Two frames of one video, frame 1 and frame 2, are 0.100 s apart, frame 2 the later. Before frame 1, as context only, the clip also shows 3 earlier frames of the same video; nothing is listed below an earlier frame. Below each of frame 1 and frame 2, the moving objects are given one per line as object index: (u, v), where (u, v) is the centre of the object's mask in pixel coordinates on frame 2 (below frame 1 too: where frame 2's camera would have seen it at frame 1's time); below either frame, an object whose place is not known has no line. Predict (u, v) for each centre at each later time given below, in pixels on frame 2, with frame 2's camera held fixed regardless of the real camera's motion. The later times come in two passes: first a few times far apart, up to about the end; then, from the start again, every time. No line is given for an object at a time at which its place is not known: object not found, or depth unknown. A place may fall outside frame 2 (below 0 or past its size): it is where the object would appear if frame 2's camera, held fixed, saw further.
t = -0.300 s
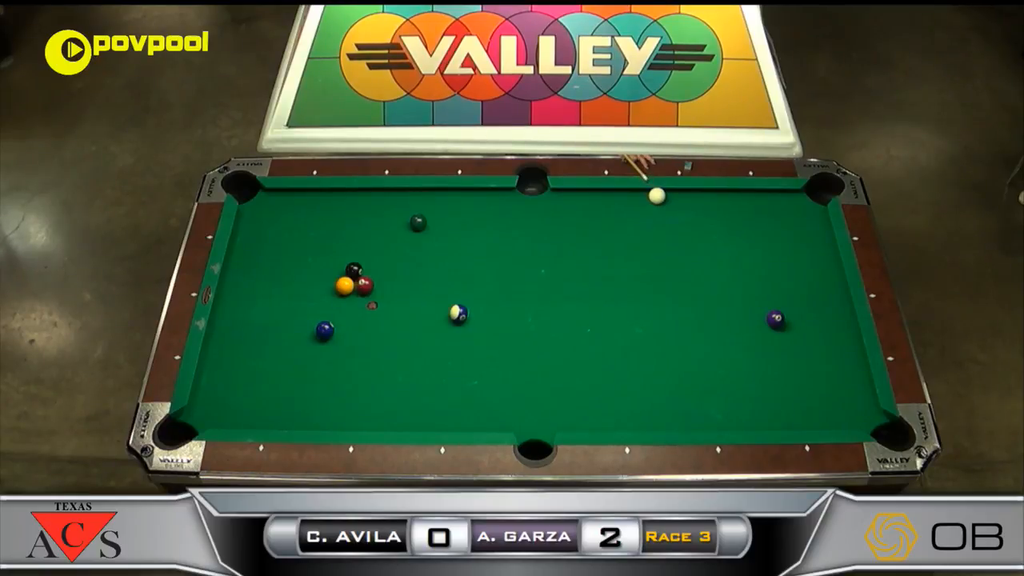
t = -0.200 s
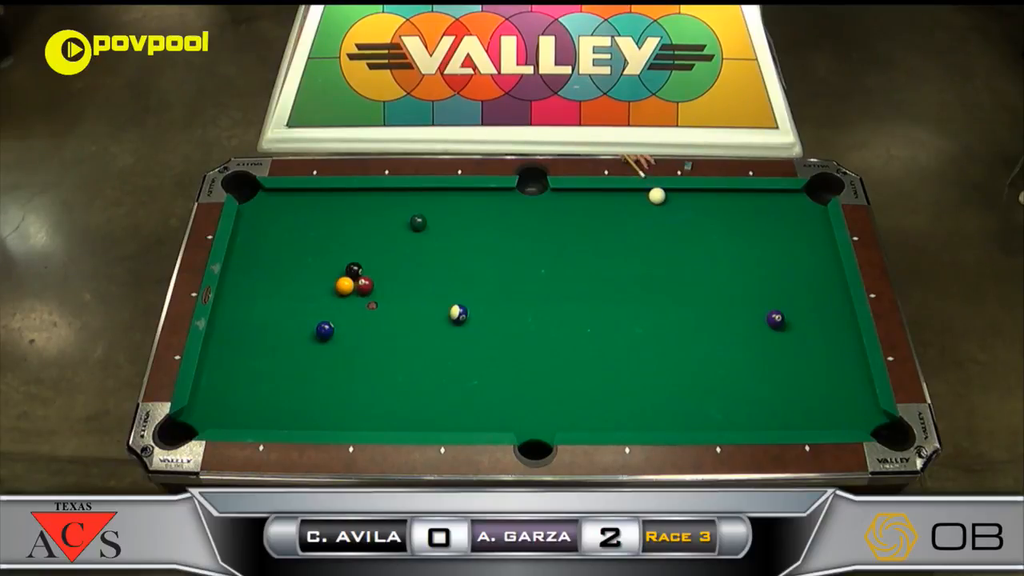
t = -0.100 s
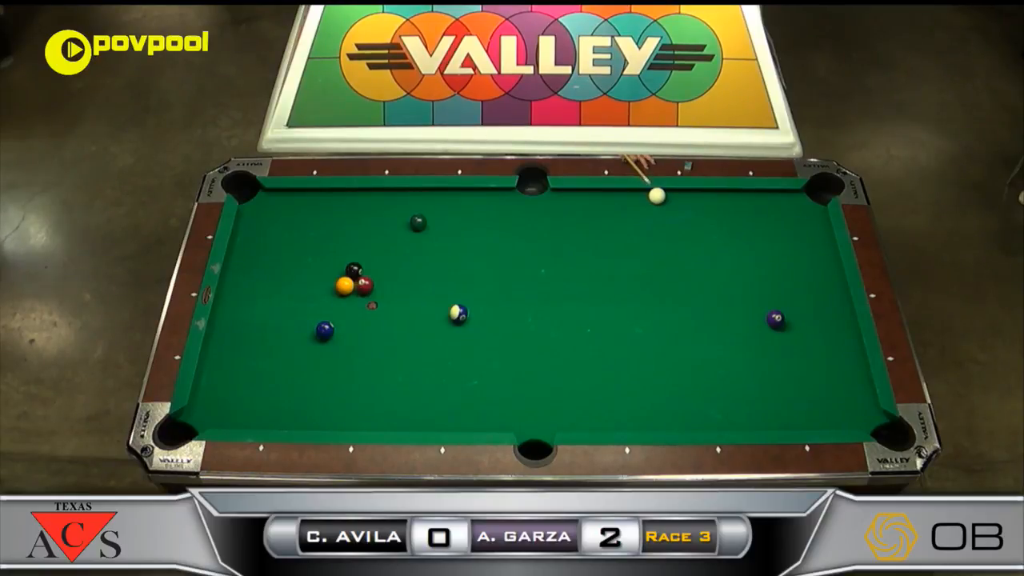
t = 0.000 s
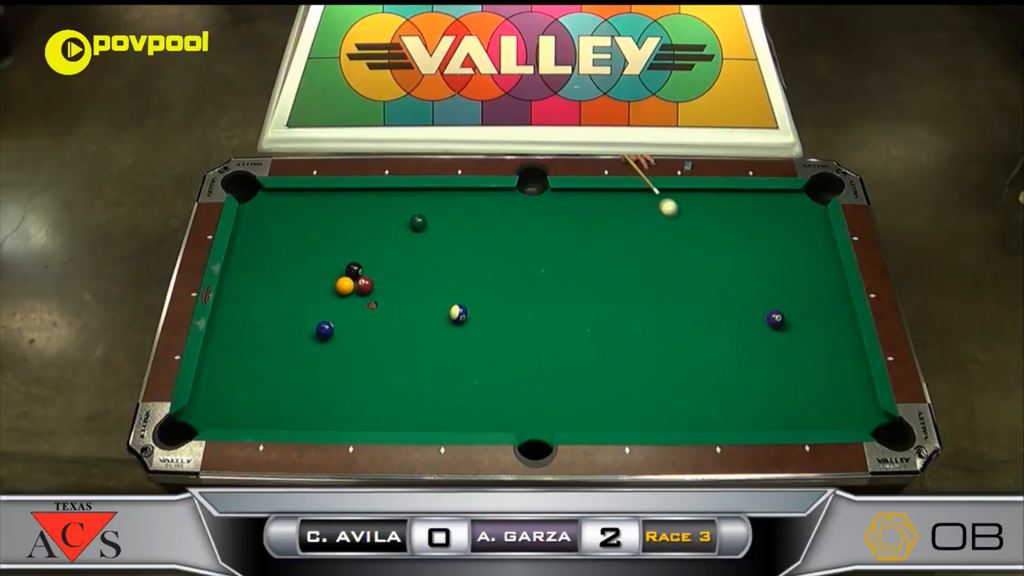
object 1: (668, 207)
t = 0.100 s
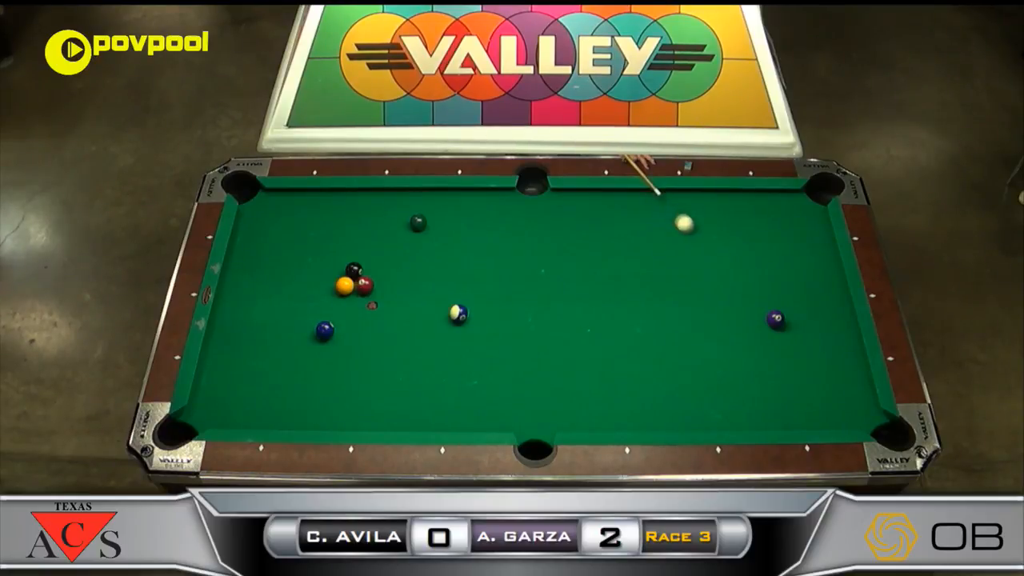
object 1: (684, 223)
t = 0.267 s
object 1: (711, 251)
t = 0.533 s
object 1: (755, 297)
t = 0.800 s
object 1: (772, 313)
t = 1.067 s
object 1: (783, 322)
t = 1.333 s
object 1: (792, 330)
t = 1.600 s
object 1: (799, 337)
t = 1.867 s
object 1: (804, 342)
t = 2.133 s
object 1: (808, 346)
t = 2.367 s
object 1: (810, 348)
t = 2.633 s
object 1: (810, 349)
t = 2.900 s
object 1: (810, 349)
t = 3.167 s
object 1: (810, 349)
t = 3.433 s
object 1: (810, 349)
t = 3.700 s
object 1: (810, 349)
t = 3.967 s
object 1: (810, 349)
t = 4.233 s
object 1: (810, 349)
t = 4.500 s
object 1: (810, 349)
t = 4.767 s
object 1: (810, 349)
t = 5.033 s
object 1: (810, 349)
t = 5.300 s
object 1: (810, 349)
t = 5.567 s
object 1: (810, 349)
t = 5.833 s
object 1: (810, 349)
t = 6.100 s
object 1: (810, 349)
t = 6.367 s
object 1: (810, 349)
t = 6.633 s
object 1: (810, 349)
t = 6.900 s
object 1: (810, 349)
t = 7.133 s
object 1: (810, 349)
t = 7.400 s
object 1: (810, 349)
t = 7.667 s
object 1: (810, 349)
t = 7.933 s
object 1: (810, 349)
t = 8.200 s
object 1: (810, 349)
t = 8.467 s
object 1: (810, 349)
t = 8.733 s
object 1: (810, 349)
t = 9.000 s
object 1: (810, 349)
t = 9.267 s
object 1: (810, 349)
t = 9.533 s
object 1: (810, 349)
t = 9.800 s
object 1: (810, 349)
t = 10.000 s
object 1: (810, 349)
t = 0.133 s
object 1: (690, 229)
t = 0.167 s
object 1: (695, 234)
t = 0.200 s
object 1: (700, 240)
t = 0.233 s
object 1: (706, 245)
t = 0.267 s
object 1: (711, 251)
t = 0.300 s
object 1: (717, 257)
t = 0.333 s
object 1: (722, 262)
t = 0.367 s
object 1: (727, 268)
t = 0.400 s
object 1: (733, 273)
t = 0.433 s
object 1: (738, 279)
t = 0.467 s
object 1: (744, 285)
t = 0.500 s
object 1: (749, 291)
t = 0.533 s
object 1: (755, 297)
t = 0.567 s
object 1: (761, 302)
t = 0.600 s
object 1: (764, 306)
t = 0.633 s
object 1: (765, 307)
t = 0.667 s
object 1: (767, 308)
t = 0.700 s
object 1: (768, 309)
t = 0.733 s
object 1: (769, 311)
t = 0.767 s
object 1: (771, 312)
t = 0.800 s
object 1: (772, 313)
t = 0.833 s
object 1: (774, 314)
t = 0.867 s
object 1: (775, 315)
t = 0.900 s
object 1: (777, 317)
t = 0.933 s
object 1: (778, 318)
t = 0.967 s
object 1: (779, 319)
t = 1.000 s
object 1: (781, 320)
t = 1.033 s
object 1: (782, 321)
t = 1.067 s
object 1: (783, 322)
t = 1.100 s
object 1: (784, 323)
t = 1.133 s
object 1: (785, 324)
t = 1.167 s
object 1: (787, 325)
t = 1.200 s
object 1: (788, 326)
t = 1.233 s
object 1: (789, 327)
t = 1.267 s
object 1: (790, 328)
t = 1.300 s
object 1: (791, 329)
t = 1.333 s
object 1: (792, 330)
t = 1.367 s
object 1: (793, 331)
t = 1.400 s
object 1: (794, 332)
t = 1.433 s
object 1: (795, 333)
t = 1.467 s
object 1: (796, 333)
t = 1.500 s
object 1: (797, 334)
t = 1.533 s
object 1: (797, 335)
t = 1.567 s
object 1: (798, 336)
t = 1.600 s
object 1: (799, 337)
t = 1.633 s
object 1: (800, 337)
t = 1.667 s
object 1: (801, 338)
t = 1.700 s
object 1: (801, 339)
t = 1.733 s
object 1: (802, 339)
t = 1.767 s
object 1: (803, 340)
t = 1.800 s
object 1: (803, 341)
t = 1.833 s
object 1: (804, 341)
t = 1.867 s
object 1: (804, 342)
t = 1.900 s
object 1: (805, 343)
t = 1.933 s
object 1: (806, 343)
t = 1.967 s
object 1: (806, 344)
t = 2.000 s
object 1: (807, 344)
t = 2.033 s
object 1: (807, 345)
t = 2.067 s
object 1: (807, 345)
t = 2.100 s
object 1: (808, 346)
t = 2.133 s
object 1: (808, 346)
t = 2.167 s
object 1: (808, 347)
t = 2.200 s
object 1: (809, 347)
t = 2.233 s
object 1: (809, 347)
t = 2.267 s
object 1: (809, 347)
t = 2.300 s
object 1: (809, 348)
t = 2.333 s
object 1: (810, 348)
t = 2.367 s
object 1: (810, 348)
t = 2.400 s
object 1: (810, 348)
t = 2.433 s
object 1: (810, 349)
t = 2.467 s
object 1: (810, 349)
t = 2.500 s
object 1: (810, 349)
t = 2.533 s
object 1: (810, 349)
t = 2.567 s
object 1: (810, 349)
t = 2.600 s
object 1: (810, 349)
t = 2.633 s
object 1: (810, 349)
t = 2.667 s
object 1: (810, 349)
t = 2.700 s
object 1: (810, 349)
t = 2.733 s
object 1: (810, 349)
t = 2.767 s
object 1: (810, 349)
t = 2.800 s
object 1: (810, 349)
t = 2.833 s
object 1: (810, 349)
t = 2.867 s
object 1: (810, 349)
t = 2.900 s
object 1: (810, 349)
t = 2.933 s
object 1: (810, 349)
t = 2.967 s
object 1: (810, 349)
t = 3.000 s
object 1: (810, 349)
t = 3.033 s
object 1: (810, 349)
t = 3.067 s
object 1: (810, 349)
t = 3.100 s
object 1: (810, 349)
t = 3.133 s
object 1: (810, 349)
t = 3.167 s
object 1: (810, 349)
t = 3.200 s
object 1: (810, 349)
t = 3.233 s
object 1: (810, 349)
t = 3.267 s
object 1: (810, 349)
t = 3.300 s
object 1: (810, 349)
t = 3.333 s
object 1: (810, 349)
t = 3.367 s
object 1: (810, 349)
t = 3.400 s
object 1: (810, 349)
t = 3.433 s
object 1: (810, 349)
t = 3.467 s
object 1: (810, 349)
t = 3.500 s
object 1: (810, 349)
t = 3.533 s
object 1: (810, 349)
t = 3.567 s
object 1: (810, 349)
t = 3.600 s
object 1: (810, 349)
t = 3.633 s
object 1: (810, 349)
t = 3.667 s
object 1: (810, 349)
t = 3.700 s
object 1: (810, 349)
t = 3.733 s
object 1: (810, 349)
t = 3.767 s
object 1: (810, 349)
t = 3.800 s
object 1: (810, 349)
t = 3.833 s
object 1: (810, 349)
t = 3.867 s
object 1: (810, 349)
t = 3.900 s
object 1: (810, 349)
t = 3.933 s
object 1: (810, 349)
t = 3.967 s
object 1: (810, 349)
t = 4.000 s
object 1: (810, 349)
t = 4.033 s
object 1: (810, 349)
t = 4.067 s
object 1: (810, 349)
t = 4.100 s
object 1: (810, 349)
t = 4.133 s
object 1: (810, 349)
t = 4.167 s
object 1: (810, 349)
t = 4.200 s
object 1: (810, 349)
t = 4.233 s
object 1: (810, 349)
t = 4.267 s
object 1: (810, 349)
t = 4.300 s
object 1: (810, 349)
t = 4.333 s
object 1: (810, 349)
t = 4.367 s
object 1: (810, 349)
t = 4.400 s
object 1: (810, 349)
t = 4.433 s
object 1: (810, 349)
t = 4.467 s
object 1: (810, 349)
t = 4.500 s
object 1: (810, 349)
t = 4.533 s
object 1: (810, 349)
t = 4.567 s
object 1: (810, 349)
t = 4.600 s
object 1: (810, 349)
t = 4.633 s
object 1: (810, 349)
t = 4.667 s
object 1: (810, 349)
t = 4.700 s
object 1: (810, 349)
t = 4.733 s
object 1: (810, 349)
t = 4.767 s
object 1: (810, 349)
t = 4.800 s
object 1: (810, 349)
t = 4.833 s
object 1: (810, 349)
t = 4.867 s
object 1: (810, 349)
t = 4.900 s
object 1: (810, 349)
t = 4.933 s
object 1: (810, 349)
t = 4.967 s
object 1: (810, 349)
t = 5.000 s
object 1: (810, 349)
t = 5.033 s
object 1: (810, 349)
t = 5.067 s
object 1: (810, 349)
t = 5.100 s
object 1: (810, 349)
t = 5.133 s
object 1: (810, 349)
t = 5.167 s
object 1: (810, 349)
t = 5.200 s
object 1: (810, 349)
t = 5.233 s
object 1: (810, 349)
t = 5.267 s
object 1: (810, 349)
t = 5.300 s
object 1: (810, 349)
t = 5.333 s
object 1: (810, 349)
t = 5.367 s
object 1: (810, 349)
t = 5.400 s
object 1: (810, 349)
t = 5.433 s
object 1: (810, 349)
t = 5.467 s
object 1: (810, 349)
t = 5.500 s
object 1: (810, 349)
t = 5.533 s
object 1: (810, 349)
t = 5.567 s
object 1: (810, 349)
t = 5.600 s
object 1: (810, 349)
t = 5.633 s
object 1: (810, 349)
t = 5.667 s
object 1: (810, 349)
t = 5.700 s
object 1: (810, 349)
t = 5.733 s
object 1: (810, 349)
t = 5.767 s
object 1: (810, 349)
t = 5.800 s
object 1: (810, 349)
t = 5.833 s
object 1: (810, 349)
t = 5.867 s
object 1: (810, 349)
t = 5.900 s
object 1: (810, 349)
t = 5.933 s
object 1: (810, 349)
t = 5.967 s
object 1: (810, 349)
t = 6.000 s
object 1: (810, 349)
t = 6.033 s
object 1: (810, 349)
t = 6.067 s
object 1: (810, 349)
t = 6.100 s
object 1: (810, 349)
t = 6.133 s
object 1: (810, 349)
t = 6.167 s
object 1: (810, 349)
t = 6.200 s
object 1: (810, 349)
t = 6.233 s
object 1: (810, 349)
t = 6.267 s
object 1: (810, 349)
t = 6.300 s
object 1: (810, 349)
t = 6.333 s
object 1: (810, 349)
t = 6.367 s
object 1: (810, 349)
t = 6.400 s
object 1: (810, 349)
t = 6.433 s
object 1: (810, 349)
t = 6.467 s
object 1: (810, 349)
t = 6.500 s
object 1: (810, 349)
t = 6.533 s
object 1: (810, 349)
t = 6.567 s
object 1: (810, 349)
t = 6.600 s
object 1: (810, 349)
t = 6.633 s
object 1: (810, 349)
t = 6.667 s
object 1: (810, 349)
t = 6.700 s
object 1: (810, 349)
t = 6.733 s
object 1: (810, 349)
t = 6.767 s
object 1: (810, 349)
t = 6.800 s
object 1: (810, 349)
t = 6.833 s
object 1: (810, 349)
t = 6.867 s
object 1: (810, 349)
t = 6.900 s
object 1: (810, 349)
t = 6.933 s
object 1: (810, 349)
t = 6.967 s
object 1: (810, 349)
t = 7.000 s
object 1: (810, 349)
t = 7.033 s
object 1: (810, 349)
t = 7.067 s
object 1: (810, 349)
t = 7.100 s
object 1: (810, 349)
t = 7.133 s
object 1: (810, 349)
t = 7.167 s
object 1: (810, 349)
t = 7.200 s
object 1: (810, 349)
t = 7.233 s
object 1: (810, 349)
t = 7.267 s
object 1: (810, 349)
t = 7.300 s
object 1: (810, 349)
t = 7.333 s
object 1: (810, 349)
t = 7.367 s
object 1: (810, 349)
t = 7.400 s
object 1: (810, 349)
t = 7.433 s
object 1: (810, 349)
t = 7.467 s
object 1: (810, 349)
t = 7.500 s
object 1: (810, 349)
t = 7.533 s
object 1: (810, 349)
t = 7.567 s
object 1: (810, 349)
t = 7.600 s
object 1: (810, 349)
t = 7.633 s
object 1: (810, 349)
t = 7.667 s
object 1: (810, 349)
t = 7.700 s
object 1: (810, 349)
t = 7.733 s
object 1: (810, 349)
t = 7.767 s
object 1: (810, 349)
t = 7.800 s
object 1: (810, 349)
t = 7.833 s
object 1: (810, 349)
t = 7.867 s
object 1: (810, 349)
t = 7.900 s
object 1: (810, 349)
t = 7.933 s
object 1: (810, 349)
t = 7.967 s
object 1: (810, 349)
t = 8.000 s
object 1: (810, 349)
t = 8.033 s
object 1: (810, 349)
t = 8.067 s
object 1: (810, 349)
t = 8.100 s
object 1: (810, 349)
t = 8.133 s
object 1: (810, 349)
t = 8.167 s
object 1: (810, 349)
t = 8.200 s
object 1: (810, 349)
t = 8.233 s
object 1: (810, 349)
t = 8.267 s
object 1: (810, 349)
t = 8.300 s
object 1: (810, 349)
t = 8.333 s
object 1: (810, 349)
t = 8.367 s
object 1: (810, 349)
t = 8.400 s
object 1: (810, 349)
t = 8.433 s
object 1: (810, 349)
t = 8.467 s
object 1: (810, 349)
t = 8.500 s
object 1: (810, 349)
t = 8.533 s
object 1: (810, 349)
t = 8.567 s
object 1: (810, 349)
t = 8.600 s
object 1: (810, 349)
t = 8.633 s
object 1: (810, 349)
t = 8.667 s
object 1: (810, 349)
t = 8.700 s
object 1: (810, 349)
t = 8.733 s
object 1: (810, 349)
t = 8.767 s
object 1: (810, 349)
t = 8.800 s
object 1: (810, 349)
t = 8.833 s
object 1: (810, 349)
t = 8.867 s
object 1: (810, 349)
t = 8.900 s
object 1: (810, 349)
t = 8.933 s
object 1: (810, 349)
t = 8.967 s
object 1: (810, 349)
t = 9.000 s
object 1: (810, 349)
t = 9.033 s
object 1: (810, 349)
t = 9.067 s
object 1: (810, 349)
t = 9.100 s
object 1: (810, 349)
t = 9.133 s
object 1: (810, 349)
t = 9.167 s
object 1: (810, 349)
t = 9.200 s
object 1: (810, 349)
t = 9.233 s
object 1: (810, 349)
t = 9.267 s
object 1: (810, 349)
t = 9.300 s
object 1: (810, 349)
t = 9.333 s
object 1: (810, 349)
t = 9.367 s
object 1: (810, 349)
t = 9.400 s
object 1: (810, 349)
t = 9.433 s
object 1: (810, 349)
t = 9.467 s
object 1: (810, 349)
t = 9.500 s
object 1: (810, 349)
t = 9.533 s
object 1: (810, 349)
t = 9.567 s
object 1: (810, 349)
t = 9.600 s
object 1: (810, 349)
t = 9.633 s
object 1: (810, 349)
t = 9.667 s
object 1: (810, 349)
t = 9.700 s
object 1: (810, 349)
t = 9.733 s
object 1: (810, 349)
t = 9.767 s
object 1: (810, 349)
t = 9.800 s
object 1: (810, 349)
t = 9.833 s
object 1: (810, 349)
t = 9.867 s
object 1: (810, 349)
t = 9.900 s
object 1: (810, 349)
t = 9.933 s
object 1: (810, 349)
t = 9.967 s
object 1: (810, 349)
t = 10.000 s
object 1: (810, 349)
